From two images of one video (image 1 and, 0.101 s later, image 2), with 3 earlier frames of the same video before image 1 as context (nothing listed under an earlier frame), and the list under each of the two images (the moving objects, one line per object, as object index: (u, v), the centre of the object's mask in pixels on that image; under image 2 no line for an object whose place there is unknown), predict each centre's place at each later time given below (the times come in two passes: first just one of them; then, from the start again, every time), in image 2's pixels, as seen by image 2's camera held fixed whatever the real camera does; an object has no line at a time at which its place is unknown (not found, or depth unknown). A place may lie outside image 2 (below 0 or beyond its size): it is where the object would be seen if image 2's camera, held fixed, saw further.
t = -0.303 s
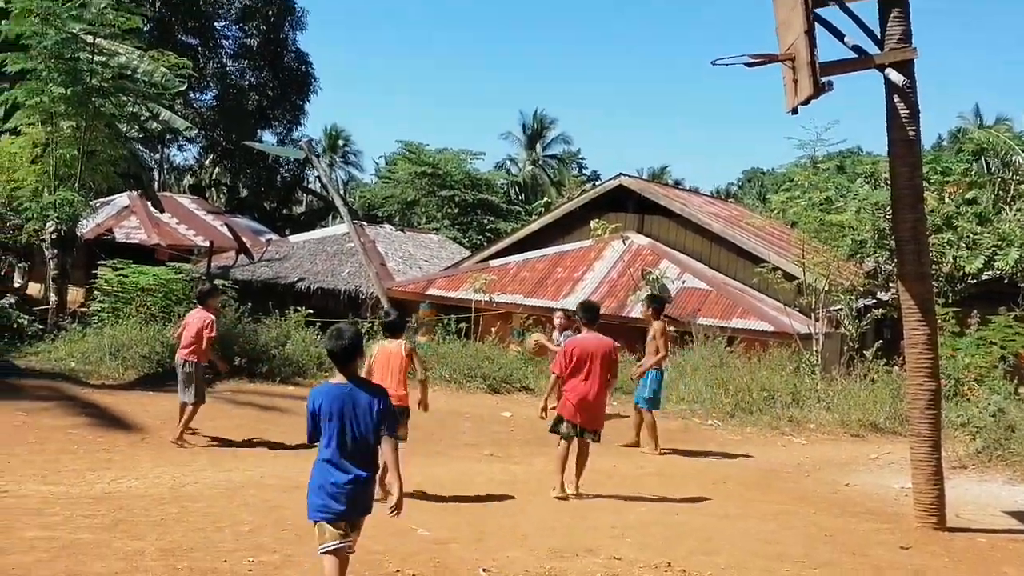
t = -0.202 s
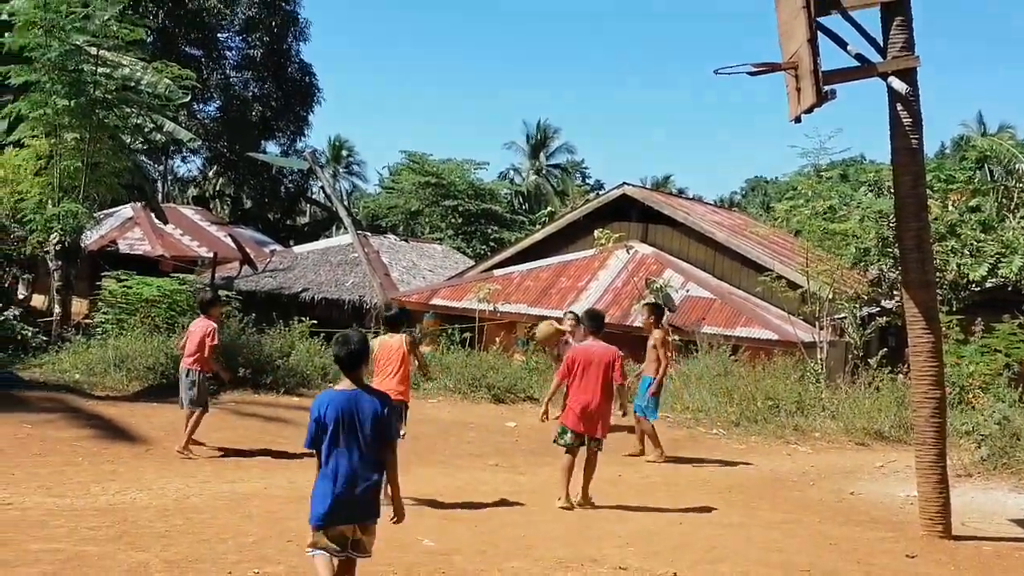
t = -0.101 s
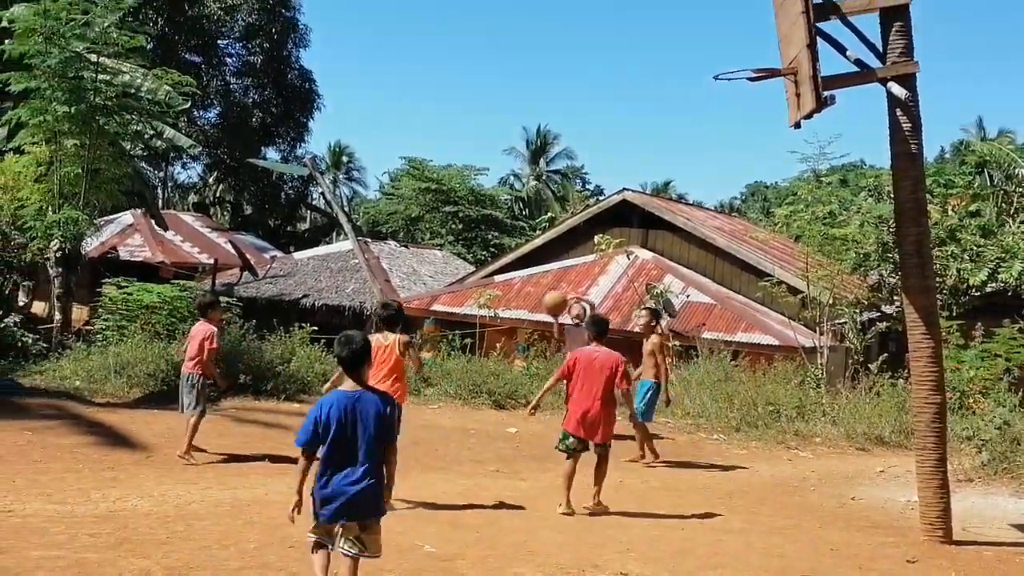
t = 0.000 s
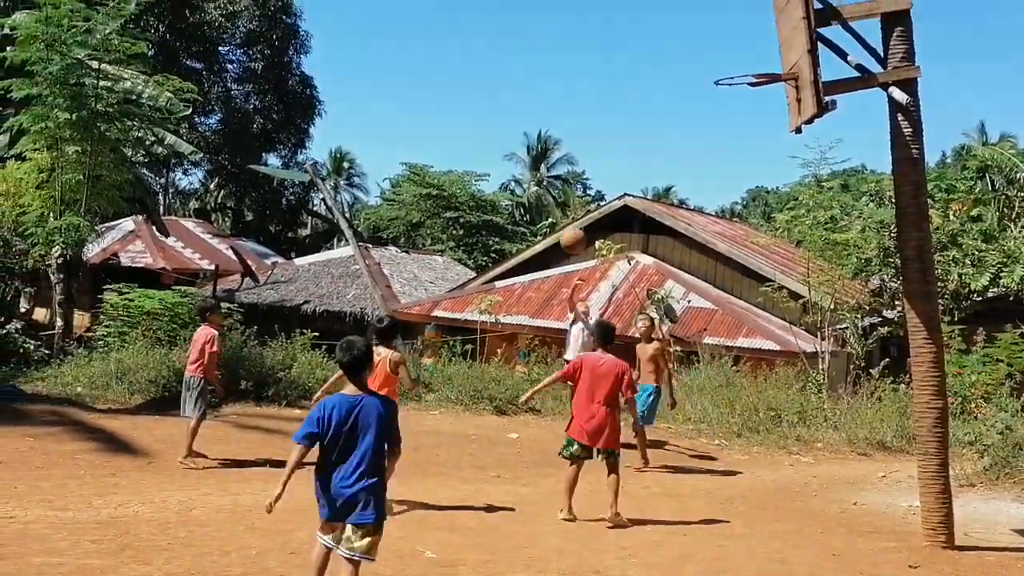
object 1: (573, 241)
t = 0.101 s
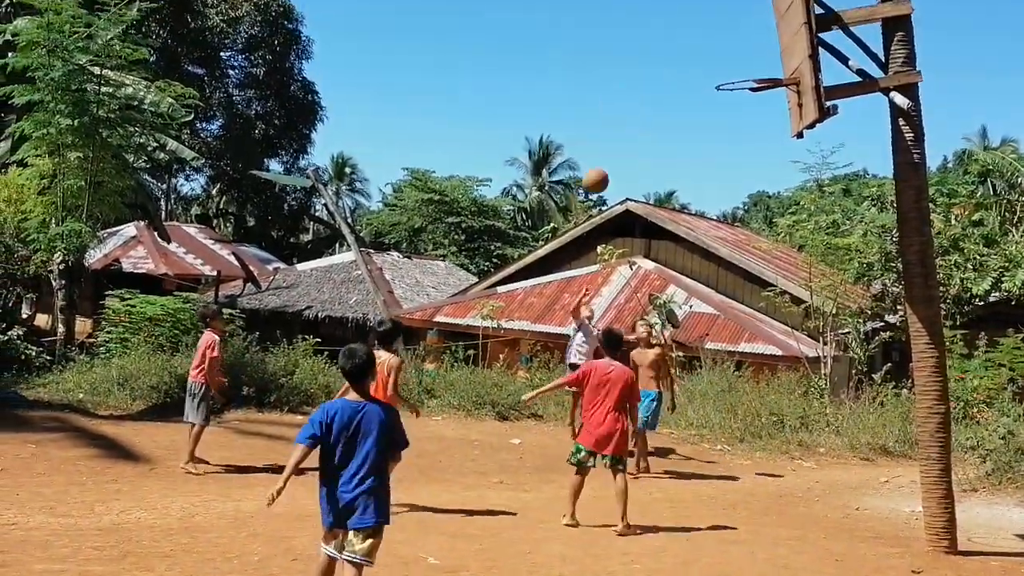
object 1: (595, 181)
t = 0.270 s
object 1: (629, 88)
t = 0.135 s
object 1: (603, 161)
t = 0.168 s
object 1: (609, 141)
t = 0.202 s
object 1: (616, 122)
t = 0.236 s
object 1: (623, 105)
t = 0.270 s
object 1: (629, 88)
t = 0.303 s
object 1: (636, 73)
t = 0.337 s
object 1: (643, 58)
